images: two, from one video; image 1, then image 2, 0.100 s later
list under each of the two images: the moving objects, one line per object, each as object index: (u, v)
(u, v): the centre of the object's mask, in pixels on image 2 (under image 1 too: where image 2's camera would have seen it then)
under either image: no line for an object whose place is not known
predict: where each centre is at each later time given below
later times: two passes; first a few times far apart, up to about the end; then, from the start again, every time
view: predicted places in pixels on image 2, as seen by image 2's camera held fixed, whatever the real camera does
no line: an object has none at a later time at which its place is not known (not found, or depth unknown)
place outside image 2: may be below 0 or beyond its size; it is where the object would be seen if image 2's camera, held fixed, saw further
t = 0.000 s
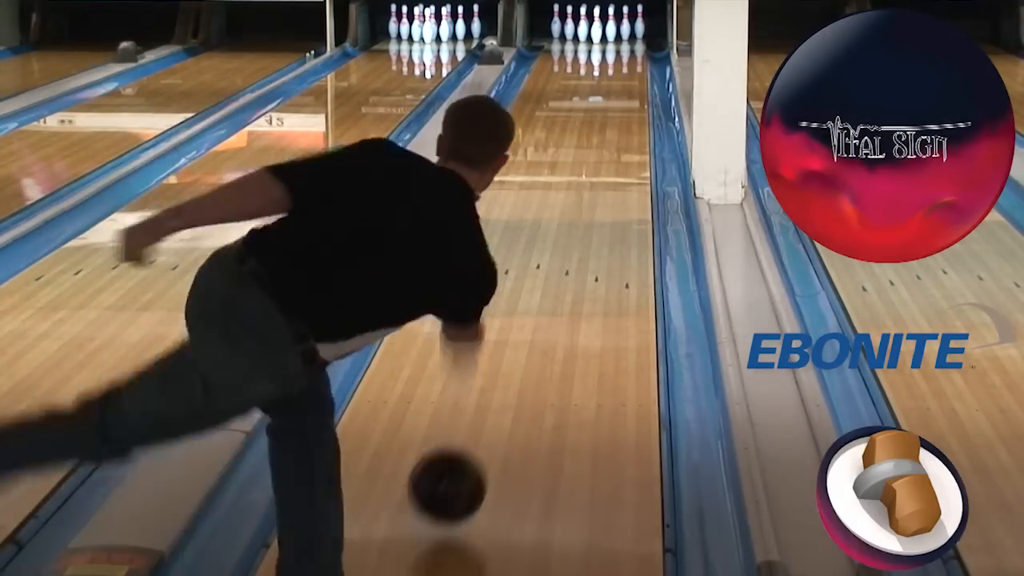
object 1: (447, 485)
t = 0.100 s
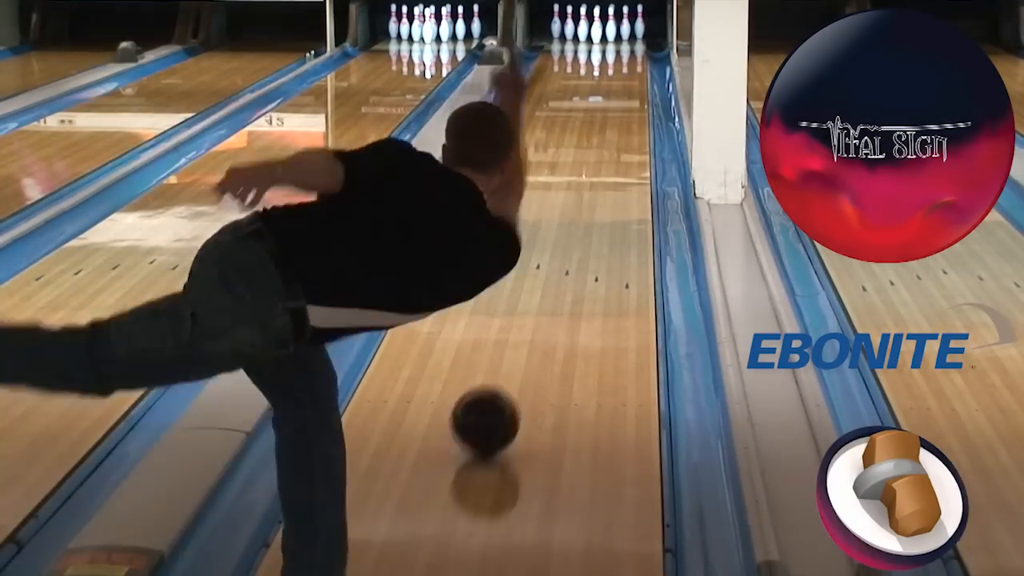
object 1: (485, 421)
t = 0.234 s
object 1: (523, 345)
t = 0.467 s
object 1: (567, 252)
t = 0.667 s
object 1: (592, 199)
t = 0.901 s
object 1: (612, 152)
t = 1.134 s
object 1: (625, 117)
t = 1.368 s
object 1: (632, 90)
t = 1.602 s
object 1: (632, 69)
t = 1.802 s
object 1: (627, 56)
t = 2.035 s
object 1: (615, 43)
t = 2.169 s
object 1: (606, 36)
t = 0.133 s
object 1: (495, 400)
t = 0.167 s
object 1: (505, 381)
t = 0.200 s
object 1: (514, 363)
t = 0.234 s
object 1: (523, 345)
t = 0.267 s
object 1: (530, 329)
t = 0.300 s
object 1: (537, 314)
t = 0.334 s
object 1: (544, 299)
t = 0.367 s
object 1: (551, 286)
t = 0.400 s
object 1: (562, 273)
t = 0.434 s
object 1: (562, 263)
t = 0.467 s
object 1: (567, 252)
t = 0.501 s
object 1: (572, 242)
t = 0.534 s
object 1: (576, 232)
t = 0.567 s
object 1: (581, 223)
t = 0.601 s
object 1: (585, 215)
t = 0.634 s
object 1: (588, 206)
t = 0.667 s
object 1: (592, 199)
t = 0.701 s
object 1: (595, 191)
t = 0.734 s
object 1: (599, 184)
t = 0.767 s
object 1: (602, 177)
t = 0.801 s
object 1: (604, 170)
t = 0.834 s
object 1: (607, 163)
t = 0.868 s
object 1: (610, 158)
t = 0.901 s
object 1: (612, 152)
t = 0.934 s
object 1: (614, 146)
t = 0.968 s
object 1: (616, 140)
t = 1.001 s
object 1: (618, 136)
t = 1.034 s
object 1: (620, 131)
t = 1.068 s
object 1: (622, 126)
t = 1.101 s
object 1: (623, 121)
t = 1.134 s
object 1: (625, 117)
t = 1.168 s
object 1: (626, 113)
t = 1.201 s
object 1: (627, 109)
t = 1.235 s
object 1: (629, 105)
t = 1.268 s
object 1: (629, 101)
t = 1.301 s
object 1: (630, 97)
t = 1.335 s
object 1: (631, 94)
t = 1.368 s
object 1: (632, 90)
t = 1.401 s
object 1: (632, 88)
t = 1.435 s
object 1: (632, 84)
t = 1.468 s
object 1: (633, 81)
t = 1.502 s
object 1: (633, 78)
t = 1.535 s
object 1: (633, 75)
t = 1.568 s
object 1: (632, 73)
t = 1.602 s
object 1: (632, 69)
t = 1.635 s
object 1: (631, 67)
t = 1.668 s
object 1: (630, 65)
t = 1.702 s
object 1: (629, 63)
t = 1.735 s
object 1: (629, 60)
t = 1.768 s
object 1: (628, 58)
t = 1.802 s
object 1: (627, 56)
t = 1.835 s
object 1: (625, 54)
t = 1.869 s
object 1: (624, 52)
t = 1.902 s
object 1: (621, 50)
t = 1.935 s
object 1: (620, 48)
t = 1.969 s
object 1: (619, 46)
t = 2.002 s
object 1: (617, 44)
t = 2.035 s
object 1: (615, 43)
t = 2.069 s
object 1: (612, 41)
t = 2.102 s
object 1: (611, 39)
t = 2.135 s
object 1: (609, 38)
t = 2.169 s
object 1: (606, 36)
